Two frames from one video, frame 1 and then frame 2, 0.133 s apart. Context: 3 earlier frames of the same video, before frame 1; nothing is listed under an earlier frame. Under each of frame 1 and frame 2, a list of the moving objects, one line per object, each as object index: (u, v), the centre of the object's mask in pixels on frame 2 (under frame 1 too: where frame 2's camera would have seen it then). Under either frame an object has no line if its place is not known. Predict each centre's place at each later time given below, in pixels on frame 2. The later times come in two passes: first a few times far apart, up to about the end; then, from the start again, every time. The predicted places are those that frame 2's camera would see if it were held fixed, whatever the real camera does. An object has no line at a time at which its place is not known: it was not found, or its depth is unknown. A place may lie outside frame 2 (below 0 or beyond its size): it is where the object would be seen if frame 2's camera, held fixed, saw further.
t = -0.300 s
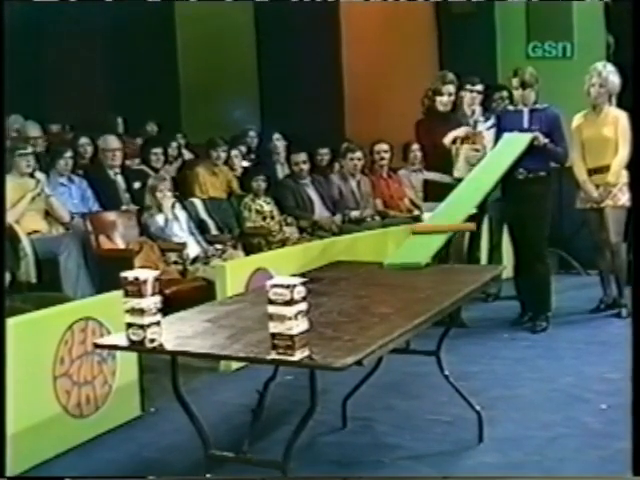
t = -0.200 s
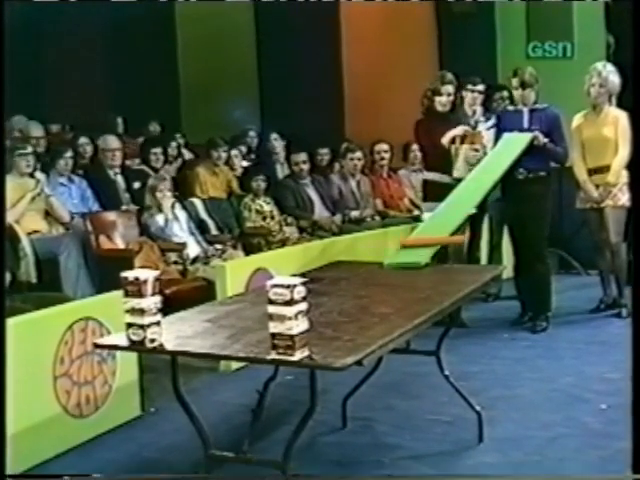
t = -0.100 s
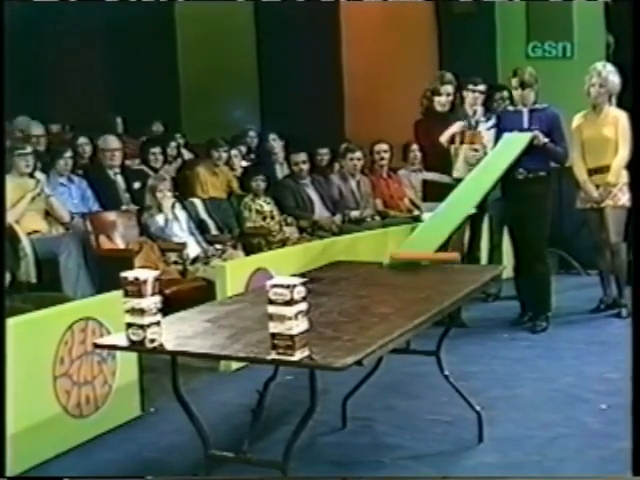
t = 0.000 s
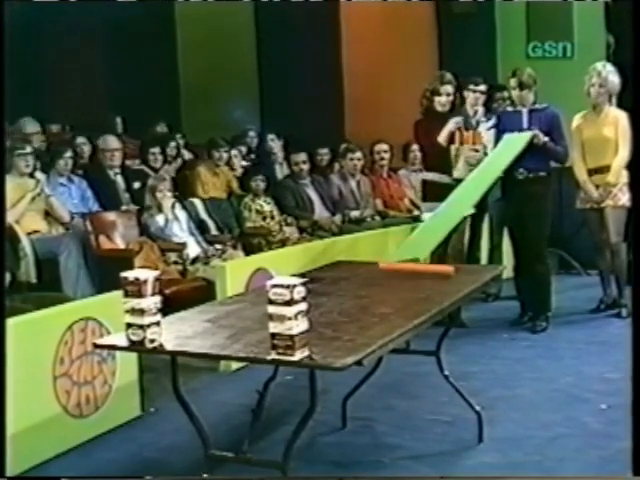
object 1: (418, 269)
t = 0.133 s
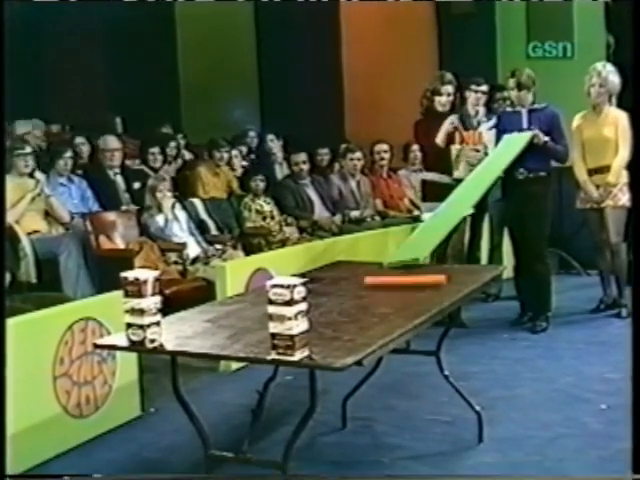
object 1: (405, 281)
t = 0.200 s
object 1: (397, 287)
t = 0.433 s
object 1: (371, 312)
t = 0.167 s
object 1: (401, 286)
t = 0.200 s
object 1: (397, 287)
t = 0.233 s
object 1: (395, 289)
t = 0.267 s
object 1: (391, 294)
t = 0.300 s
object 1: (388, 296)
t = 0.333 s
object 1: (384, 301)
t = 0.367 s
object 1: (381, 305)
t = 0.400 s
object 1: (376, 308)
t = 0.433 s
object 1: (371, 312)
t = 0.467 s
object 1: (366, 316)
